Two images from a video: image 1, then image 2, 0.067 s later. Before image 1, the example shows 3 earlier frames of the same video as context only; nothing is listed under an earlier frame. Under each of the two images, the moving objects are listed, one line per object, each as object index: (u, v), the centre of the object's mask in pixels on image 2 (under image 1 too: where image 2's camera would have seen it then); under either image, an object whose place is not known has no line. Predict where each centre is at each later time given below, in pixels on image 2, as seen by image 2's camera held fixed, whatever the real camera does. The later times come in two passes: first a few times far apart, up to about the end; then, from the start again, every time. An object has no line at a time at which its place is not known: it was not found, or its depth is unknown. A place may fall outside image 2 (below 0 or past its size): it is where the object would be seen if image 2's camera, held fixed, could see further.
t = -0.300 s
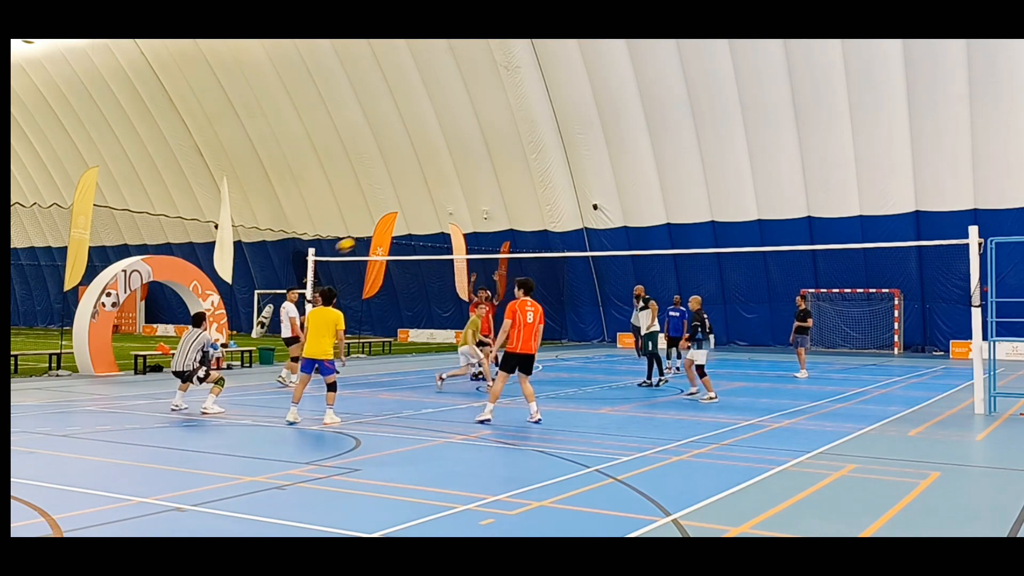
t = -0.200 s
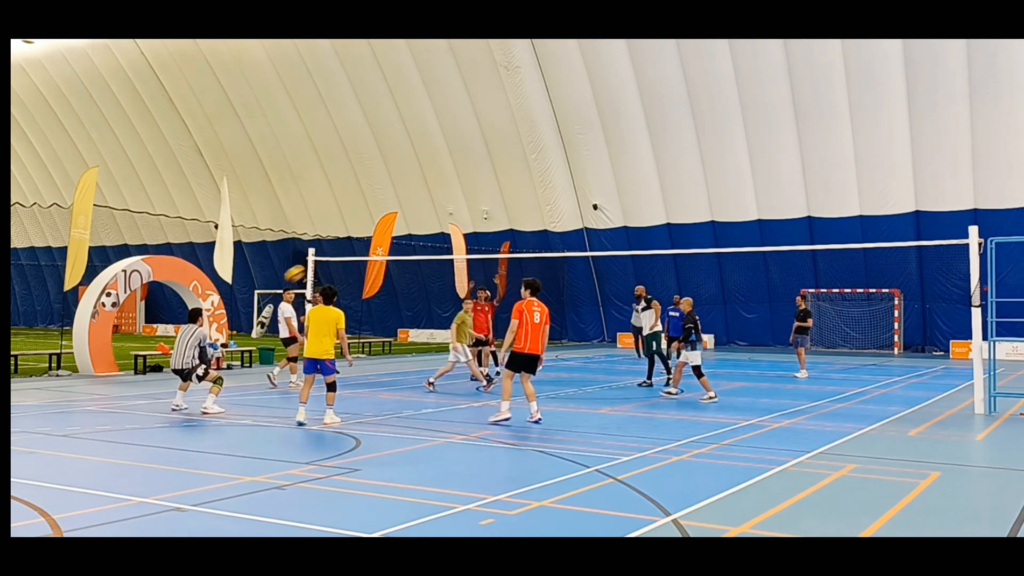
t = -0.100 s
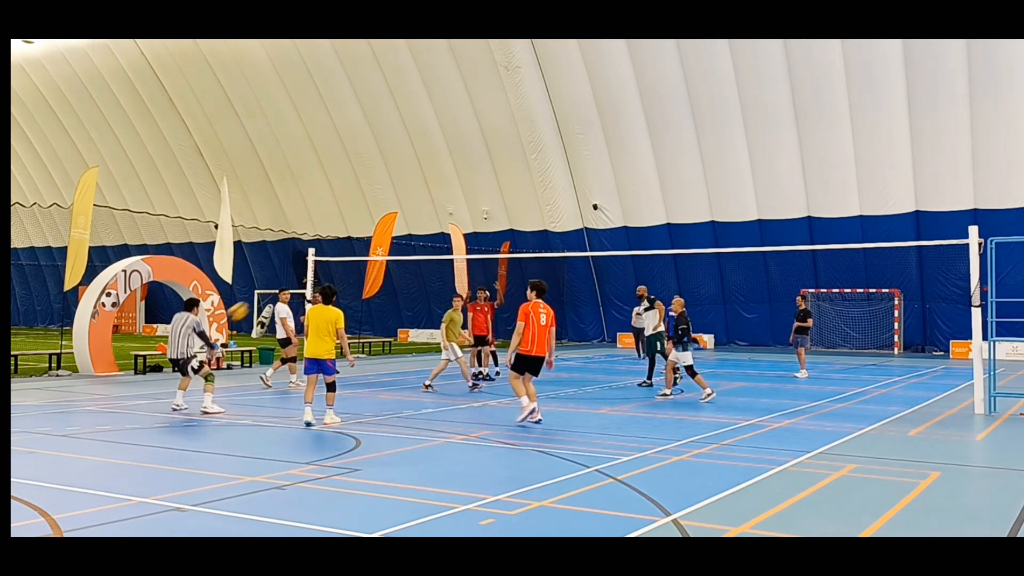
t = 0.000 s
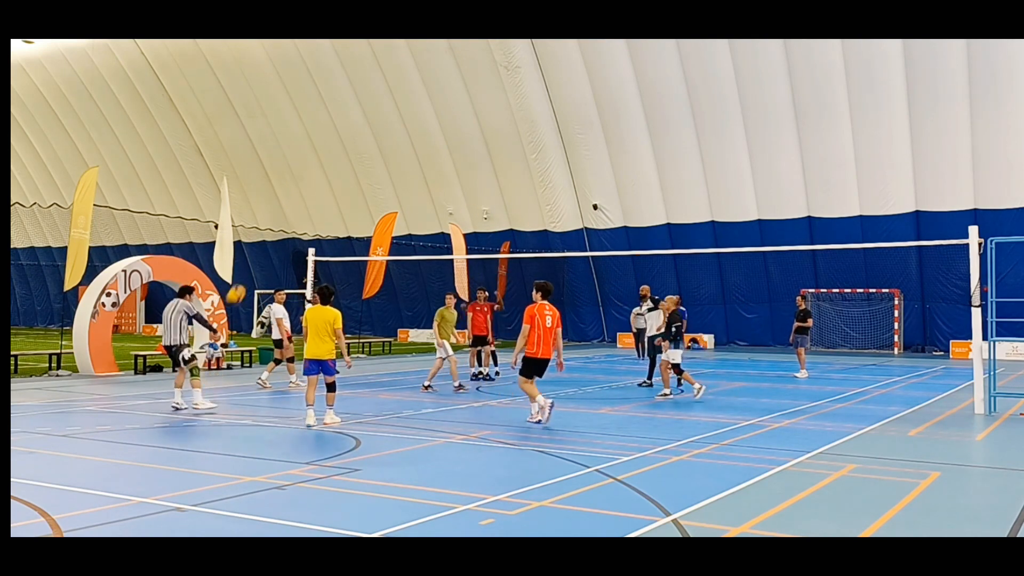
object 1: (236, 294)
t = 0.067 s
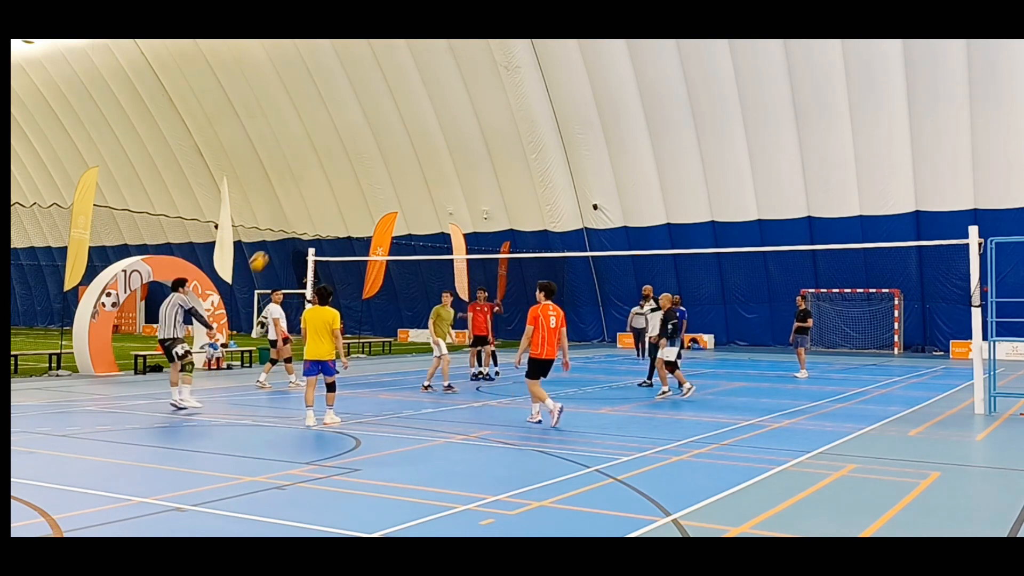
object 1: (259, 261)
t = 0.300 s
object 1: (336, 171)
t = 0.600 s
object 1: (432, 113)
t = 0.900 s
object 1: (523, 117)
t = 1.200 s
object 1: (610, 181)
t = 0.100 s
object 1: (270, 247)
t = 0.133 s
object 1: (281, 231)
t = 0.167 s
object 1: (293, 217)
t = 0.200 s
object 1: (303, 204)
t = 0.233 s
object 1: (315, 193)
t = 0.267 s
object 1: (326, 181)
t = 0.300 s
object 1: (336, 171)
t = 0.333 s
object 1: (348, 160)
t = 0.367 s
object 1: (359, 152)
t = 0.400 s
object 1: (369, 144)
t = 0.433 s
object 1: (380, 137)
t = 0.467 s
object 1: (390, 131)
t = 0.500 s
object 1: (401, 125)
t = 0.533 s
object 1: (411, 120)
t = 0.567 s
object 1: (422, 116)
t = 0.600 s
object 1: (432, 113)
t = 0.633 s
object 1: (442, 110)
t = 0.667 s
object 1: (452, 108)
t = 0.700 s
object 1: (464, 107)
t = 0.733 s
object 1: (473, 107)
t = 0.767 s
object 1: (483, 107)
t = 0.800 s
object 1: (493, 109)
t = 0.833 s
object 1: (503, 110)
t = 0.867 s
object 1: (513, 113)
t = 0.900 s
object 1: (523, 117)
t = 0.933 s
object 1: (533, 120)
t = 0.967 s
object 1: (543, 126)
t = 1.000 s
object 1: (553, 131)
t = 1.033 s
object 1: (562, 137)
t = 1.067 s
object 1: (572, 144)
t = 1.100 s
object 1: (581, 153)
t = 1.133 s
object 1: (591, 161)
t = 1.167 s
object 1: (600, 171)
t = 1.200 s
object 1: (610, 181)
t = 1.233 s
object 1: (619, 192)
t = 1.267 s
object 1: (628, 203)
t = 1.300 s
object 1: (637, 215)
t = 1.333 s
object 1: (647, 230)
